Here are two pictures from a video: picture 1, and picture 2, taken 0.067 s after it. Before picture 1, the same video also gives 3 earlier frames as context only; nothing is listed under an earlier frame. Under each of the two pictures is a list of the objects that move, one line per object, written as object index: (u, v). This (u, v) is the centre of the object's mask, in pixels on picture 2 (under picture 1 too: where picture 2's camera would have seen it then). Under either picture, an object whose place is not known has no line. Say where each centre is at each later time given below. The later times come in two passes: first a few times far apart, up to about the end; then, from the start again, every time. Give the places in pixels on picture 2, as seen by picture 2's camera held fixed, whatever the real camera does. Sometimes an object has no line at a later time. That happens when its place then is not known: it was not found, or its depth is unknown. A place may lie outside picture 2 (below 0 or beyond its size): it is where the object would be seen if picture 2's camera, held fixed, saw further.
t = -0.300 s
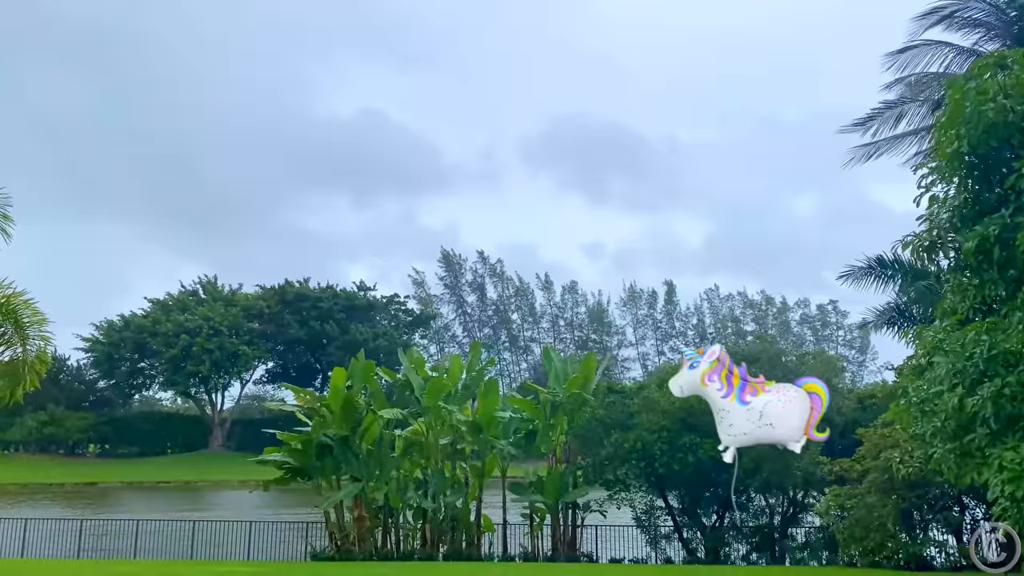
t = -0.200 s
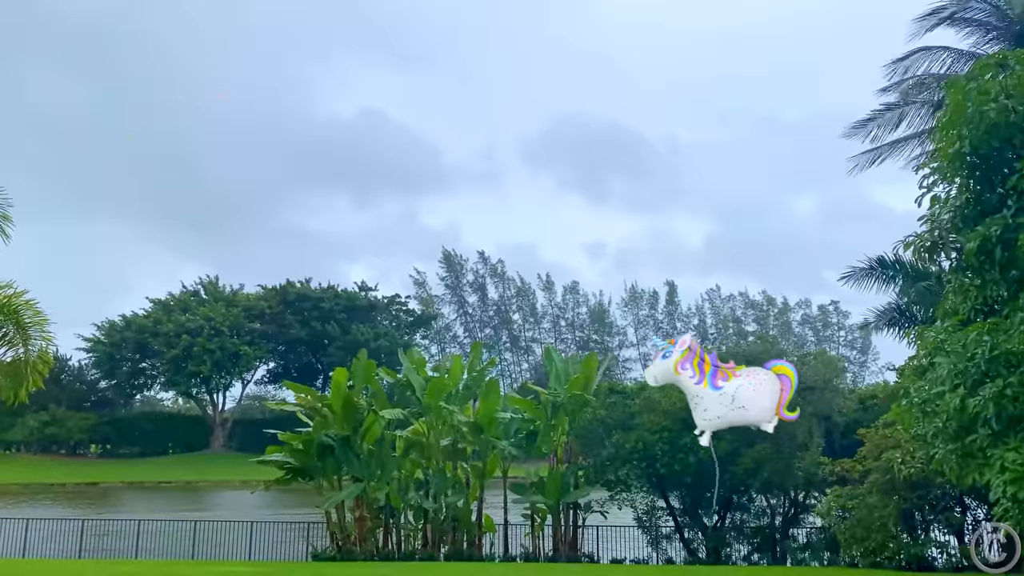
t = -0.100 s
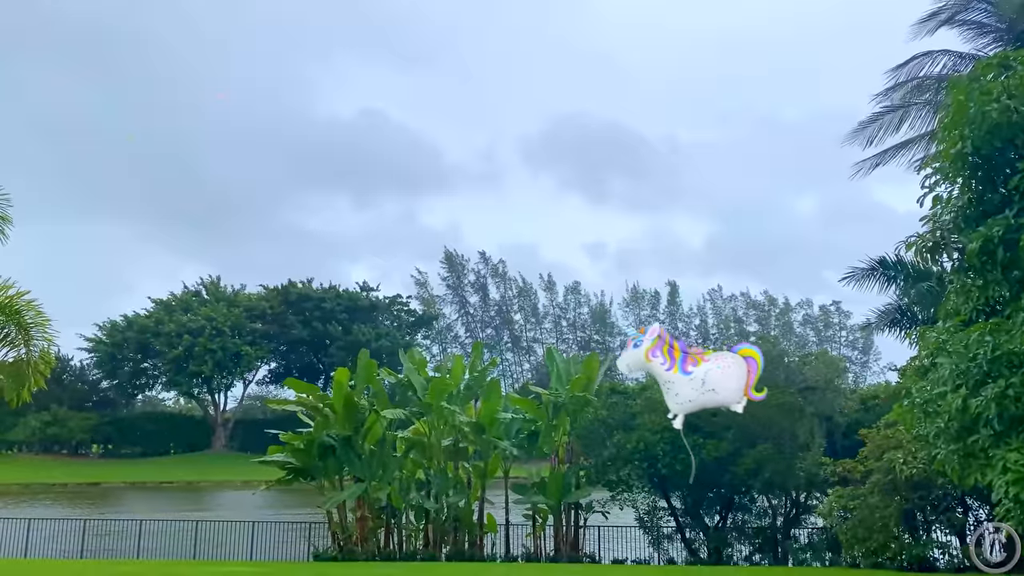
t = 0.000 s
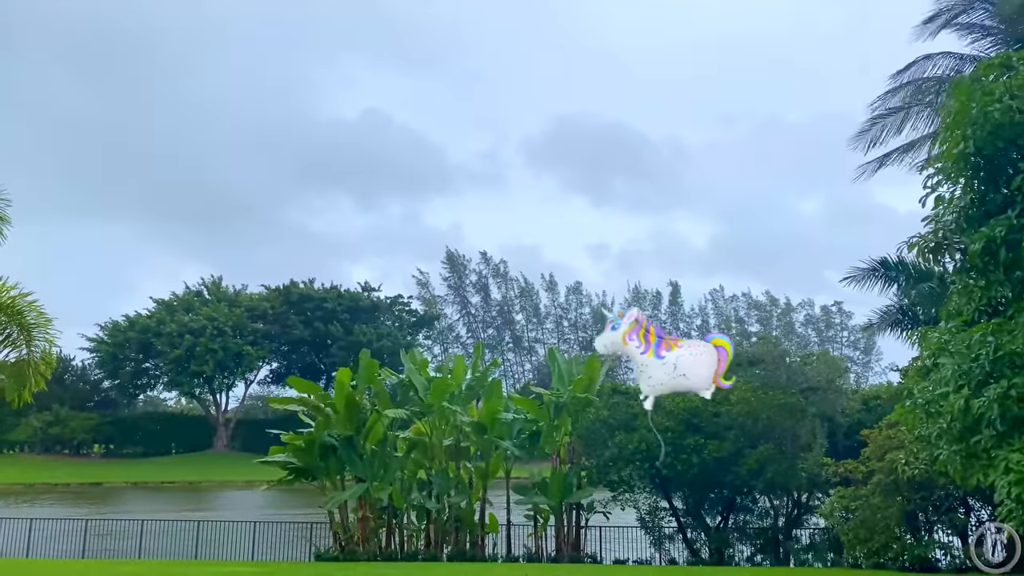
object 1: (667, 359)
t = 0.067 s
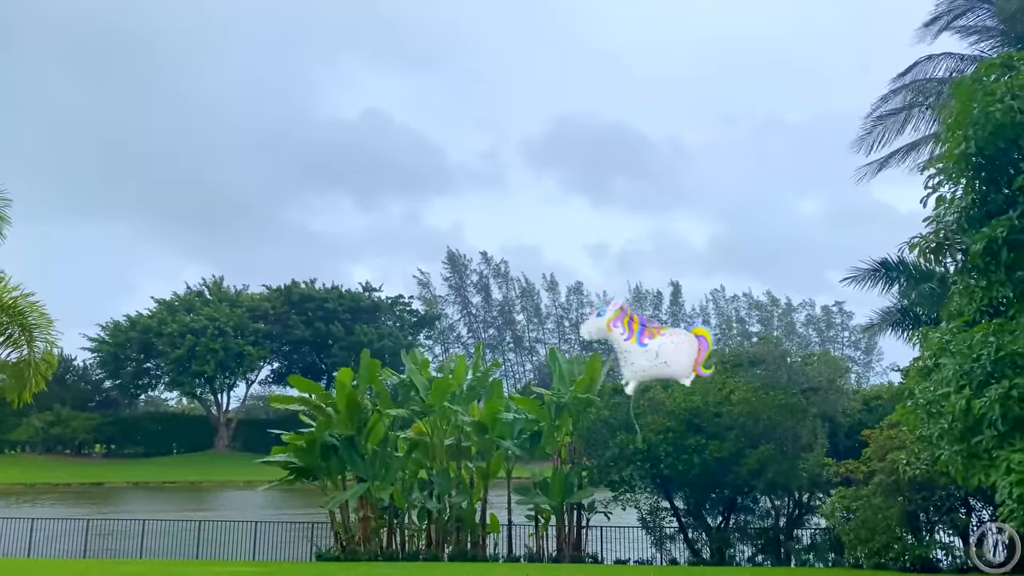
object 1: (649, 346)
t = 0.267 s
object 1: (591, 315)
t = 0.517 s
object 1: (521, 274)
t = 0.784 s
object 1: (447, 238)
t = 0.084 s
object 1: (644, 344)
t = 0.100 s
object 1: (639, 340)
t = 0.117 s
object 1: (633, 335)
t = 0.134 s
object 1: (629, 332)
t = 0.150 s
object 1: (625, 329)
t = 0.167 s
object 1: (618, 326)
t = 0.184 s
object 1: (615, 324)
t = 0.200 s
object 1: (611, 323)
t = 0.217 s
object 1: (605, 321)
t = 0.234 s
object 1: (600, 318)
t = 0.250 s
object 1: (595, 317)
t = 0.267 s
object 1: (591, 315)
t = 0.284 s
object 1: (587, 313)
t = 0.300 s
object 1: (582, 311)
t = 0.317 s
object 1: (578, 308)
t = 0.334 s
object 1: (572, 304)
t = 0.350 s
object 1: (569, 302)
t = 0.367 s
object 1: (564, 299)
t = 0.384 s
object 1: (559, 296)
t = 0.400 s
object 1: (554, 293)
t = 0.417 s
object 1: (549, 290)
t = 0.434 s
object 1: (544, 287)
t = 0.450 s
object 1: (539, 284)
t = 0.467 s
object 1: (534, 281)
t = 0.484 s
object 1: (530, 279)
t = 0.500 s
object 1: (525, 276)
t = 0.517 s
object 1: (521, 274)
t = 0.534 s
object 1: (516, 271)
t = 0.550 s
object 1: (512, 269)
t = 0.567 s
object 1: (508, 266)
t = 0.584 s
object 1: (504, 265)
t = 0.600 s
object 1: (498, 262)
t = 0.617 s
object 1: (494, 259)
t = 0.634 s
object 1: (489, 257)
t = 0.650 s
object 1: (485, 255)
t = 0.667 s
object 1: (480, 254)
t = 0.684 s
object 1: (475, 252)
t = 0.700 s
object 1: (470, 250)
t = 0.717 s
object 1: (466, 248)
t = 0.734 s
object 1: (461, 246)
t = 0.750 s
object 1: (457, 244)
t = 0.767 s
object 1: (451, 240)
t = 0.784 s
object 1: (447, 238)
